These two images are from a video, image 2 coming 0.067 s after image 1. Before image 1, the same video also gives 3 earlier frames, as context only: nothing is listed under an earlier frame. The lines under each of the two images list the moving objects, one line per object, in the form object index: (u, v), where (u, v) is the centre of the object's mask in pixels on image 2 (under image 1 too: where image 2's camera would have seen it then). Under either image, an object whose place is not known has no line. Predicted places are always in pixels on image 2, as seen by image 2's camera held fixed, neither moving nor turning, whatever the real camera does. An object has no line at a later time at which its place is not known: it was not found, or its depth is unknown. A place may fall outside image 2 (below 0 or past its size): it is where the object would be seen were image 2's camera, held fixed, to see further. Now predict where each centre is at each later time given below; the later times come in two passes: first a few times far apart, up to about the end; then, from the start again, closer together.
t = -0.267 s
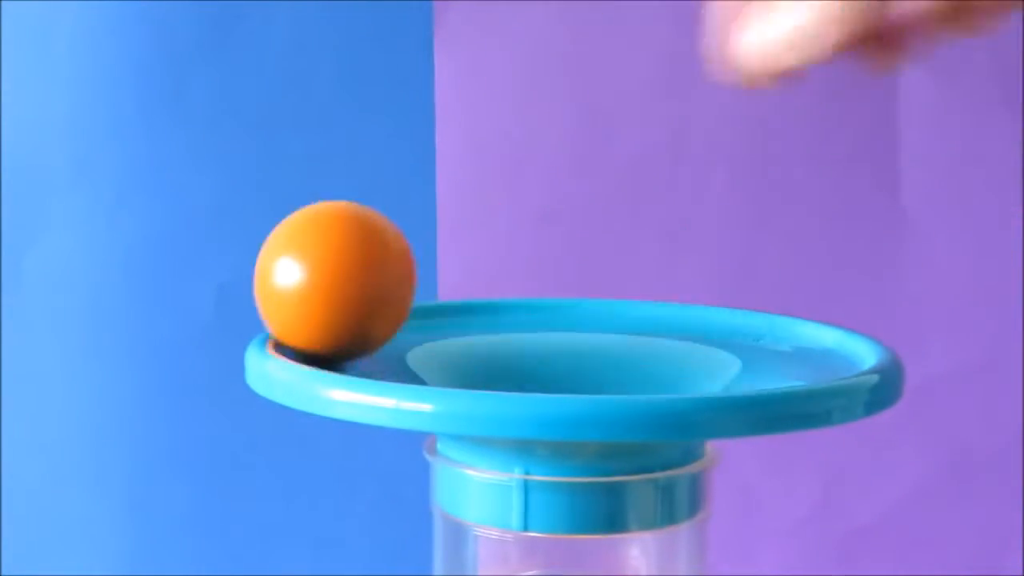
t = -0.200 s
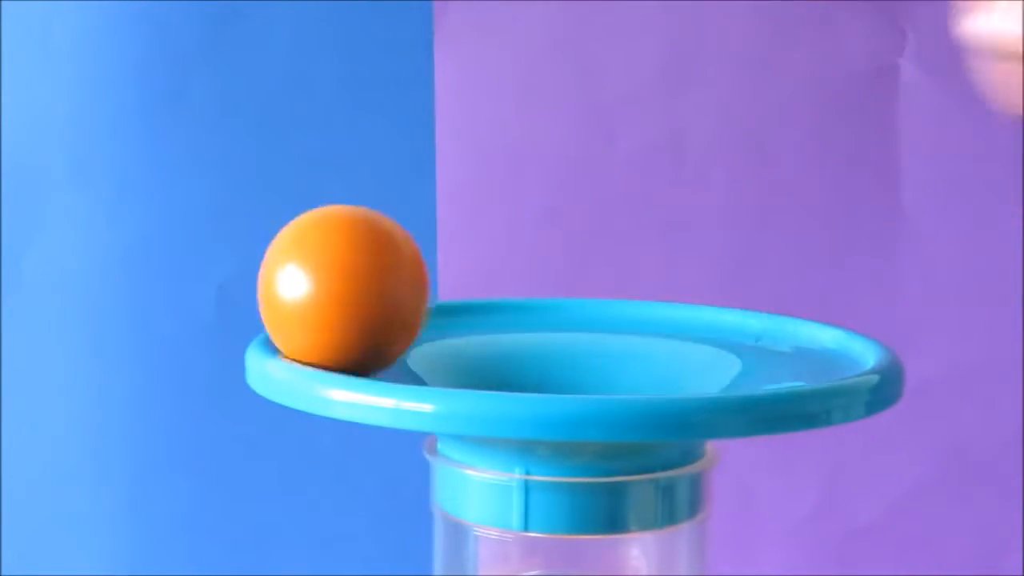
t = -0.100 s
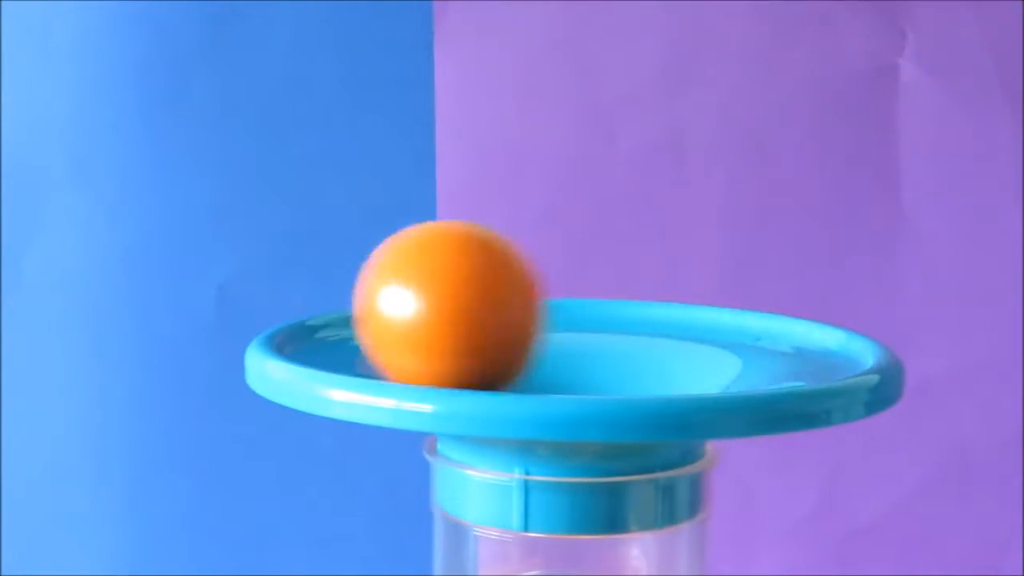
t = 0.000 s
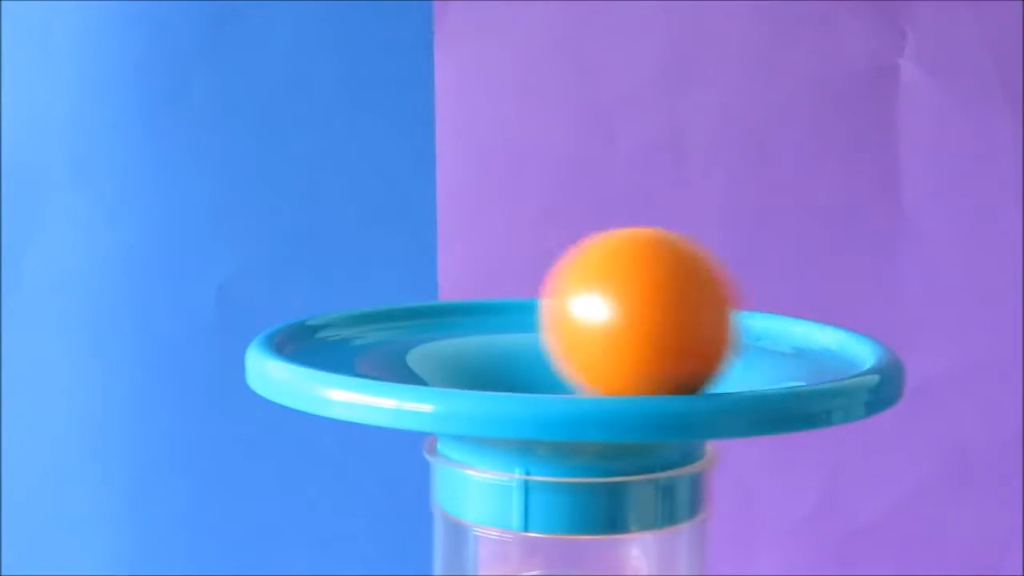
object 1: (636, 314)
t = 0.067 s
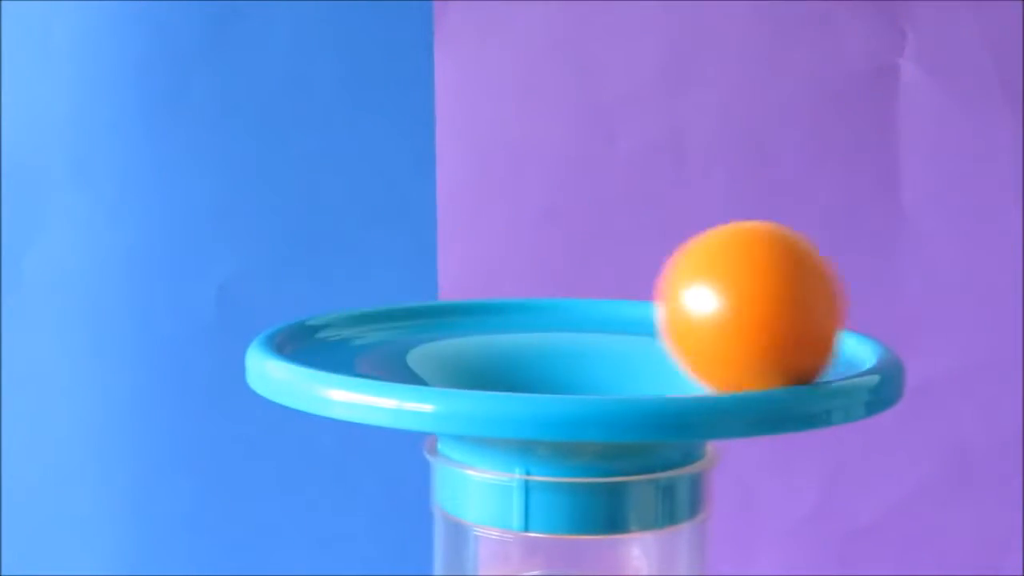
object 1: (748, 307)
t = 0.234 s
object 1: (804, 284)
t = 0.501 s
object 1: (618, 267)
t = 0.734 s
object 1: (555, 351)
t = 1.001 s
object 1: (693, 319)
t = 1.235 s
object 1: (562, 654)
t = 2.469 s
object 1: (587, 1085)
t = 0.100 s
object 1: (787, 303)
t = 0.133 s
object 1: (808, 301)
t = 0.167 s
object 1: (816, 297)
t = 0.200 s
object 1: (814, 290)
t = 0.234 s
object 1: (804, 284)
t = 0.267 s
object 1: (789, 279)
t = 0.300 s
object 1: (769, 274)
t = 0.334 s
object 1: (747, 269)
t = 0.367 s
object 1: (723, 266)
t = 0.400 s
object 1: (698, 264)
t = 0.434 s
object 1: (672, 264)
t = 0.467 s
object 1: (645, 265)
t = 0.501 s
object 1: (618, 267)
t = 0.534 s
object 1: (588, 271)
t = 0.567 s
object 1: (558, 279)
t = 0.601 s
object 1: (528, 293)
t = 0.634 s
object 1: (503, 314)
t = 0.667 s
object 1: (489, 332)
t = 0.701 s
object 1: (500, 346)
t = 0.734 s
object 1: (555, 351)
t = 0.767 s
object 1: (624, 344)
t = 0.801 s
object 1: (678, 331)
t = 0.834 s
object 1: (712, 320)
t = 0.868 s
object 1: (731, 312)
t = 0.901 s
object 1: (738, 308)
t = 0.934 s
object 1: (734, 307)
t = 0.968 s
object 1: (719, 311)
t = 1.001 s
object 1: (693, 319)
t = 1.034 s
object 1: (656, 334)
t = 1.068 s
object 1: (612, 356)
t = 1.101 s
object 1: (556, 549)
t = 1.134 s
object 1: (527, 599)
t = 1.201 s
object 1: (560, 642)
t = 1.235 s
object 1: (562, 654)
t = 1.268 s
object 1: (564, 676)
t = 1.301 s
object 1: (562, 682)
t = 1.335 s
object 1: (553, 699)
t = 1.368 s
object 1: (529, 715)
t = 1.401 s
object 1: (504, 733)
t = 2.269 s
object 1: (608, 1072)
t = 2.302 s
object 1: (574, 1072)
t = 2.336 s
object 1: (533, 1073)
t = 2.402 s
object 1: (563, 1078)
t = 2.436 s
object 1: (582, 1085)
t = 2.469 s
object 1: (587, 1085)
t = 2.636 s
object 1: (631, 1086)
